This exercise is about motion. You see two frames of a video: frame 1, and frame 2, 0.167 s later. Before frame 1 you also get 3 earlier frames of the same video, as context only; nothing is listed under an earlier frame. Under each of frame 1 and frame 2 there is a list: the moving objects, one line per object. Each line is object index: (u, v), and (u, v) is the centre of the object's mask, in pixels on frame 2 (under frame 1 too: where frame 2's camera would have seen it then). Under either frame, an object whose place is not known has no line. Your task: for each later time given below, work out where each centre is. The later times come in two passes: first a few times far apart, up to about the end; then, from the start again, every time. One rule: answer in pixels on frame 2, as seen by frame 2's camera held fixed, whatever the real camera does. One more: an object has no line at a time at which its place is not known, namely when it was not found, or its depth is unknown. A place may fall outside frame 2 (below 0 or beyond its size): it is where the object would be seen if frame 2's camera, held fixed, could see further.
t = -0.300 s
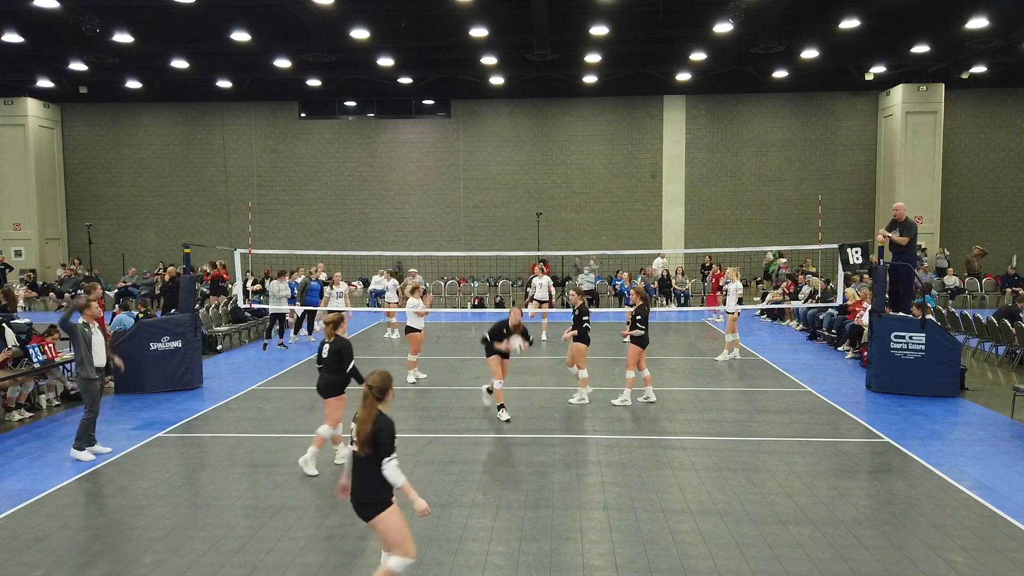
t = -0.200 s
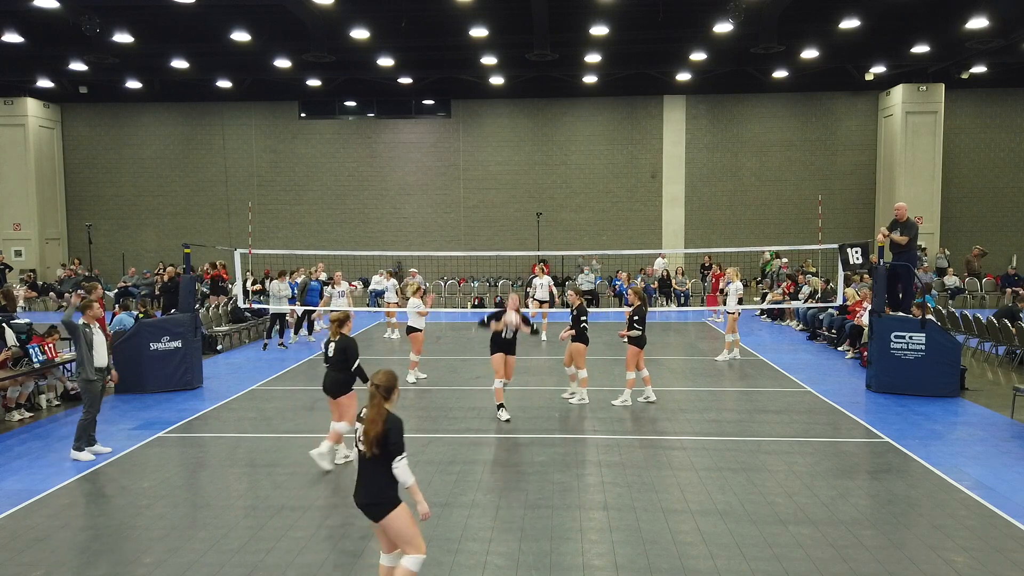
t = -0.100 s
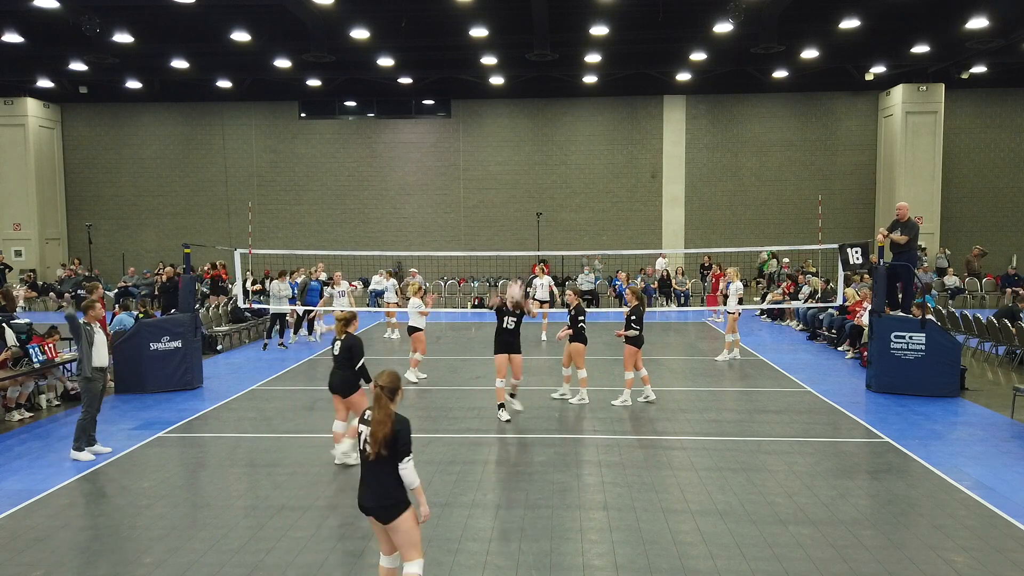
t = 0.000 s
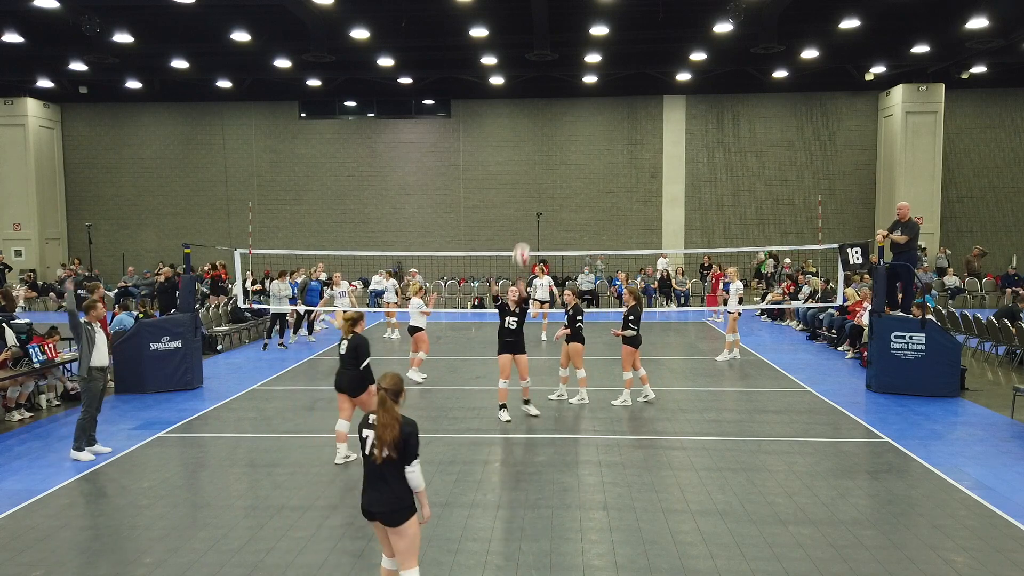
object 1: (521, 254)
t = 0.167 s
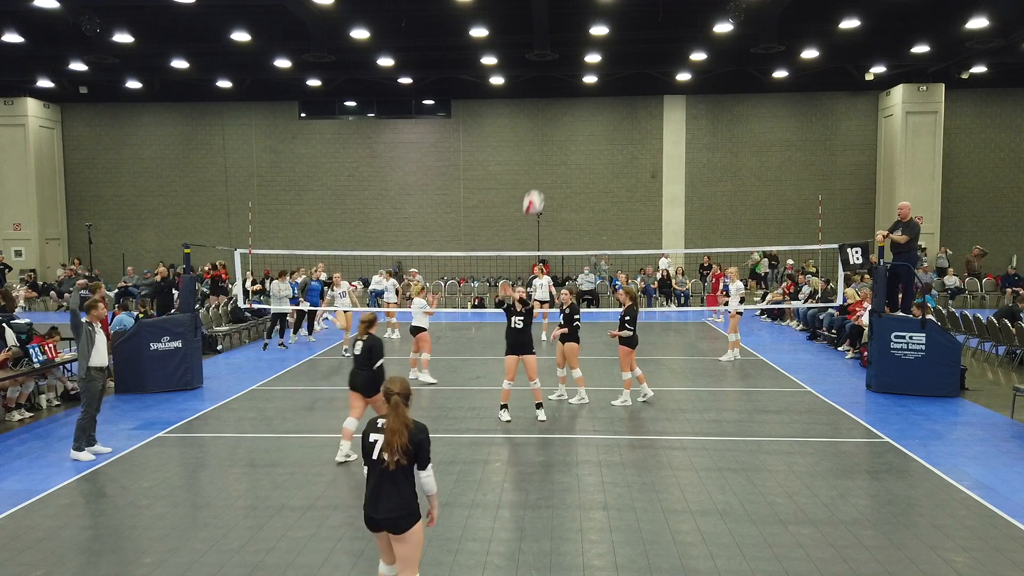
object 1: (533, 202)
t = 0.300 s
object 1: (545, 171)
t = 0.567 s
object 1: (575, 161)
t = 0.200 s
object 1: (536, 193)
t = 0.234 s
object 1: (539, 185)
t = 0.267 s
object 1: (542, 178)
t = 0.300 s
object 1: (545, 171)
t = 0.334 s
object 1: (548, 166)
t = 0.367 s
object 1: (551, 162)
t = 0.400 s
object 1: (554, 157)
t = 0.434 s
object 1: (558, 155)
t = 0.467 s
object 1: (562, 154)
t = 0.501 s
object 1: (566, 155)
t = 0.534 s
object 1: (571, 157)
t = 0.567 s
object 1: (575, 161)
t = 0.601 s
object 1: (581, 168)
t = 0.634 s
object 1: (587, 177)
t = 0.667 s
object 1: (593, 189)
